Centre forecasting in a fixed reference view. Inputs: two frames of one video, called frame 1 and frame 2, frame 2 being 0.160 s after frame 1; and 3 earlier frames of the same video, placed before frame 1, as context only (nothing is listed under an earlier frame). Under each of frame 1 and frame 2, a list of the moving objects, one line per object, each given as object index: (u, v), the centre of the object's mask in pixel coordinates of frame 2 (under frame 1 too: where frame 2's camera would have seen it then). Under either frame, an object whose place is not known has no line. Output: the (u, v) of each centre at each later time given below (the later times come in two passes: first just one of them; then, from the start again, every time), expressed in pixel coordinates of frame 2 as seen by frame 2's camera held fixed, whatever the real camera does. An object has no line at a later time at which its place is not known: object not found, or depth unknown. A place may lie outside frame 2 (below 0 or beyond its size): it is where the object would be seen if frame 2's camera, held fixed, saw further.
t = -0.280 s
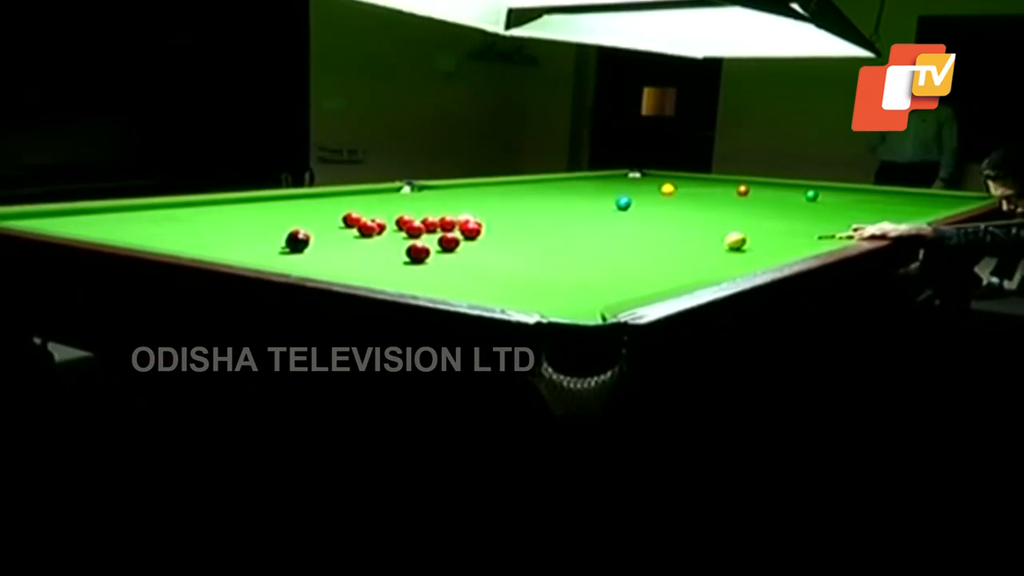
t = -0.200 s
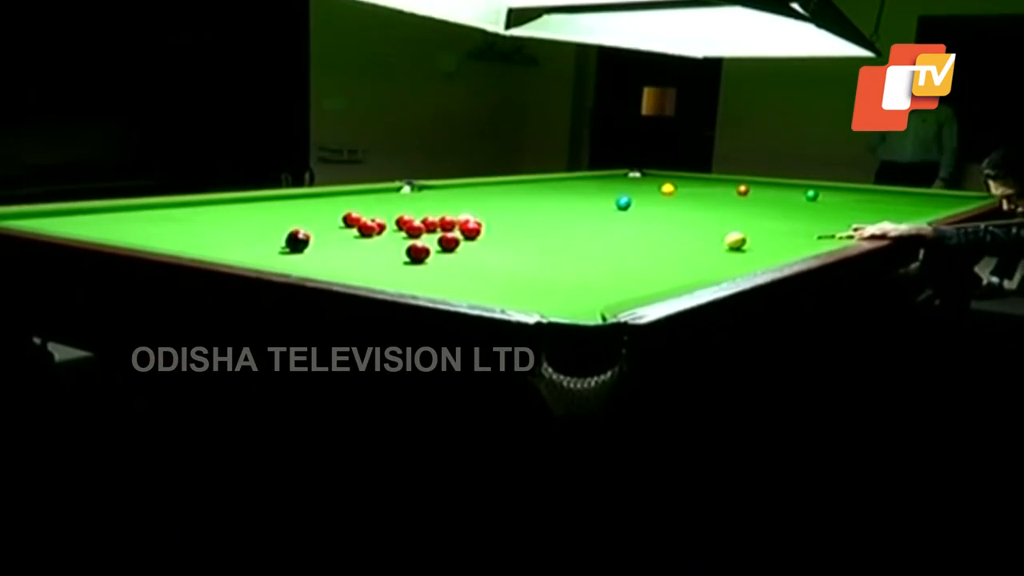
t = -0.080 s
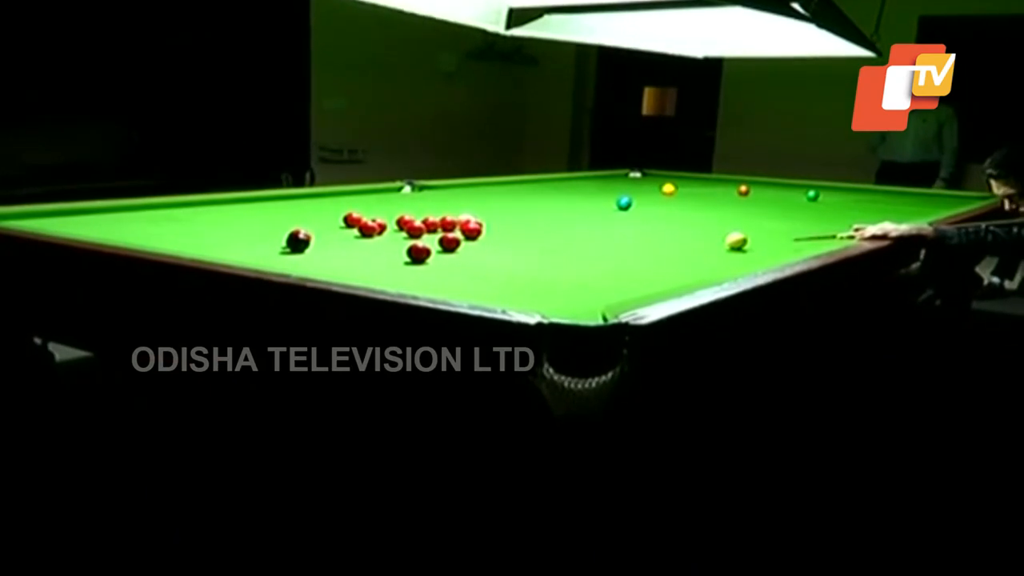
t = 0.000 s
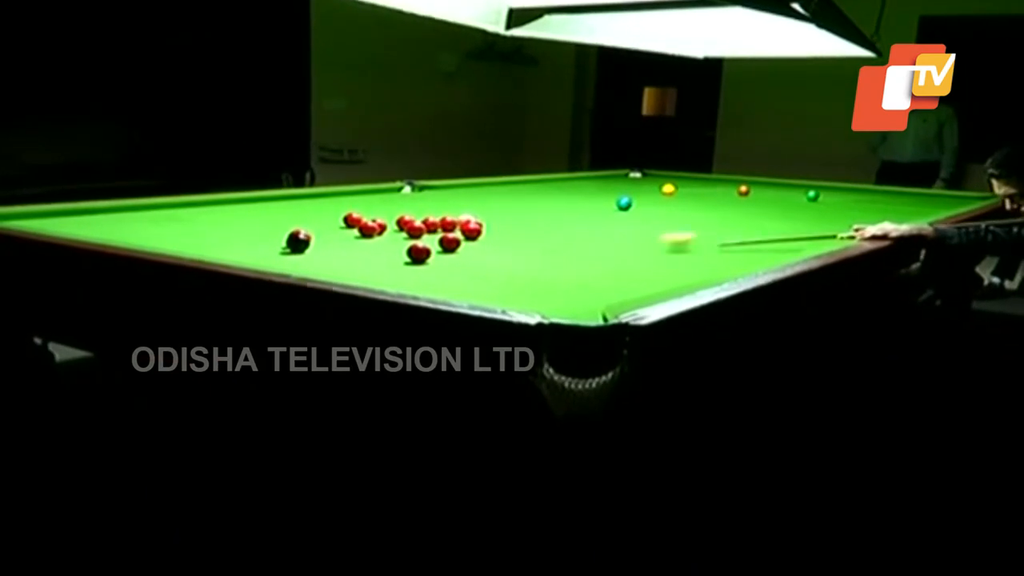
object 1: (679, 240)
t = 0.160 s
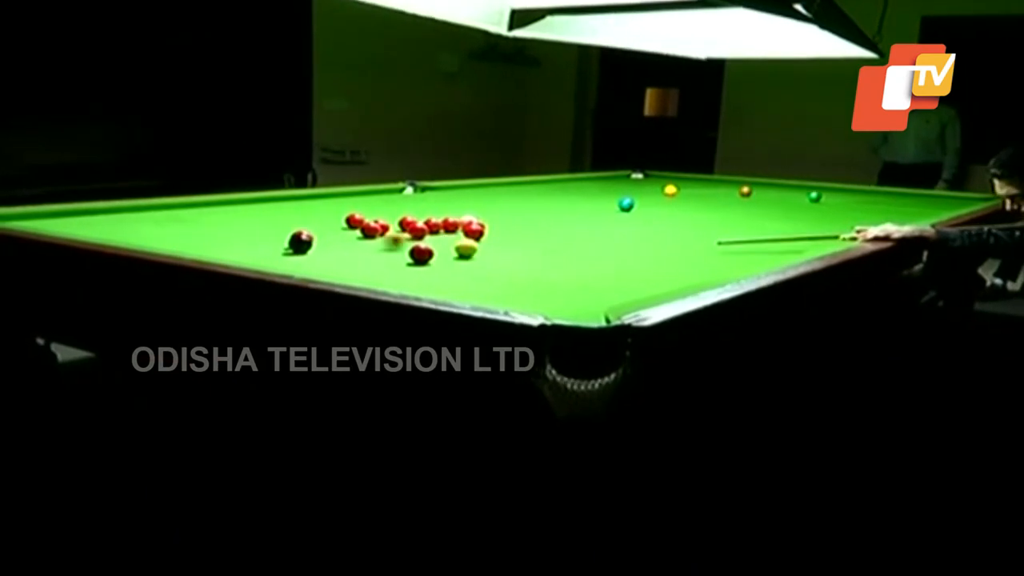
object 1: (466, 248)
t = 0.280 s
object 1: (441, 260)
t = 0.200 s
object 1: (457, 252)
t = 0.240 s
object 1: (449, 256)
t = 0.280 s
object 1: (441, 260)
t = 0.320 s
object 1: (434, 264)
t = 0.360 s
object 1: (428, 267)
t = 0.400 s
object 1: (423, 271)
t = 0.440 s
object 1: (418, 275)
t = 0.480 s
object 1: (412, 278)
